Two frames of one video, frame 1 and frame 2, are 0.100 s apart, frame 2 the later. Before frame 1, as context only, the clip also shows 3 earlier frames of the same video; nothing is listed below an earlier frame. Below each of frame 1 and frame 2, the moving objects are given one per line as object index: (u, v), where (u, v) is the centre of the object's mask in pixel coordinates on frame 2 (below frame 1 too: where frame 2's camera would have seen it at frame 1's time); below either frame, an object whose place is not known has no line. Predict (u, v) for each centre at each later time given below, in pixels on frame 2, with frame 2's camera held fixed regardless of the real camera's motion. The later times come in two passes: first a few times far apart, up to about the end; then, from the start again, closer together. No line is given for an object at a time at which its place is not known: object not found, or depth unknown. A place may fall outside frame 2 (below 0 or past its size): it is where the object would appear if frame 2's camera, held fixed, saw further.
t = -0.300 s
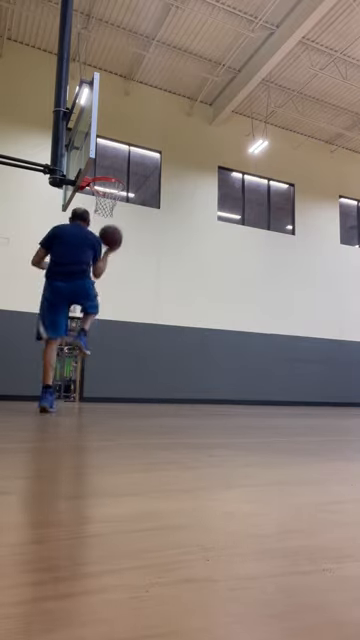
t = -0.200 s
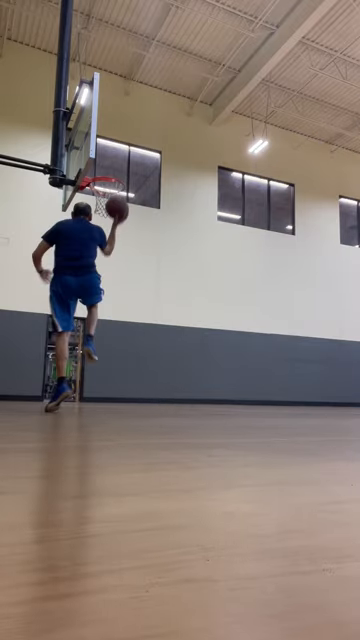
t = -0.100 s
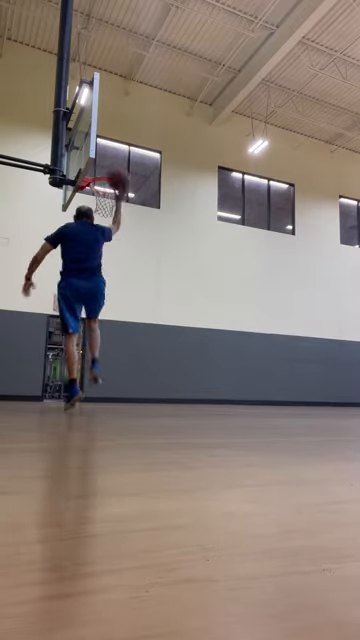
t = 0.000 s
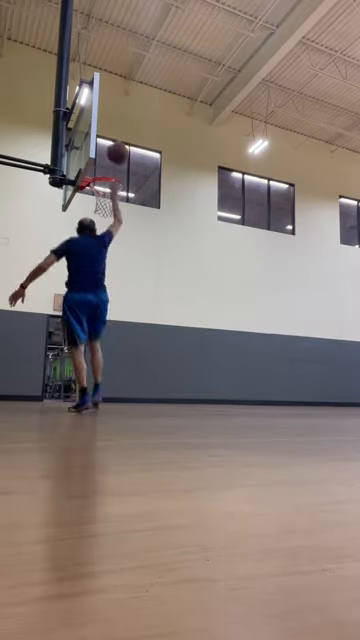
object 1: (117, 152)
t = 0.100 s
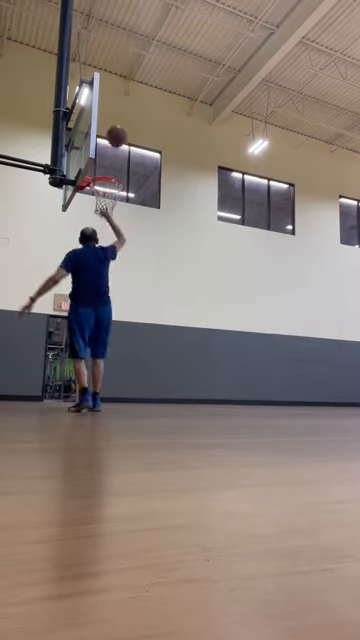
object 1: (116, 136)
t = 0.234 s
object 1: (115, 128)
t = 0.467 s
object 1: (111, 146)
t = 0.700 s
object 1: (106, 197)
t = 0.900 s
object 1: (101, 220)
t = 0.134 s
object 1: (116, 131)
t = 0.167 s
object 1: (115, 130)
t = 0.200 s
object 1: (115, 129)
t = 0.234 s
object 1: (115, 128)
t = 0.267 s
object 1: (114, 128)
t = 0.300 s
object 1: (114, 129)
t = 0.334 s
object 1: (113, 130)
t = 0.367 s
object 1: (113, 133)
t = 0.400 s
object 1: (112, 137)
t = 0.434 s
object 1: (111, 141)
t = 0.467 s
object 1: (111, 146)
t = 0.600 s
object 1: (107, 170)
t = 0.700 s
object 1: (106, 197)
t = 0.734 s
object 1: (104, 202)
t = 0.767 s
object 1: (104, 205)
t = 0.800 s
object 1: (104, 208)
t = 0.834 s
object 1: (103, 211)
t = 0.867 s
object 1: (102, 215)
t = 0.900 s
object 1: (101, 220)
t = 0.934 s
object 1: (101, 226)
